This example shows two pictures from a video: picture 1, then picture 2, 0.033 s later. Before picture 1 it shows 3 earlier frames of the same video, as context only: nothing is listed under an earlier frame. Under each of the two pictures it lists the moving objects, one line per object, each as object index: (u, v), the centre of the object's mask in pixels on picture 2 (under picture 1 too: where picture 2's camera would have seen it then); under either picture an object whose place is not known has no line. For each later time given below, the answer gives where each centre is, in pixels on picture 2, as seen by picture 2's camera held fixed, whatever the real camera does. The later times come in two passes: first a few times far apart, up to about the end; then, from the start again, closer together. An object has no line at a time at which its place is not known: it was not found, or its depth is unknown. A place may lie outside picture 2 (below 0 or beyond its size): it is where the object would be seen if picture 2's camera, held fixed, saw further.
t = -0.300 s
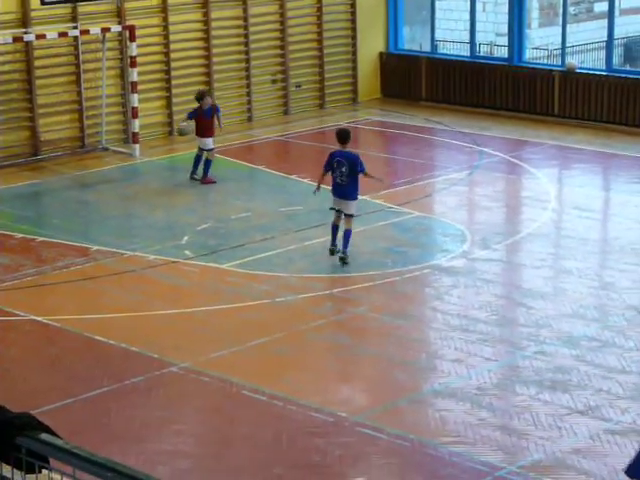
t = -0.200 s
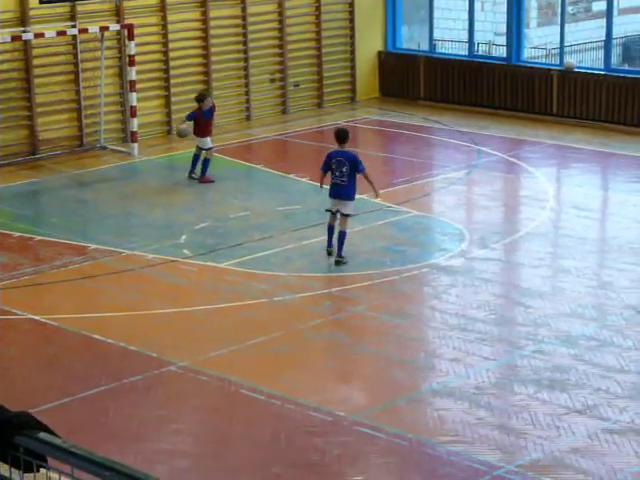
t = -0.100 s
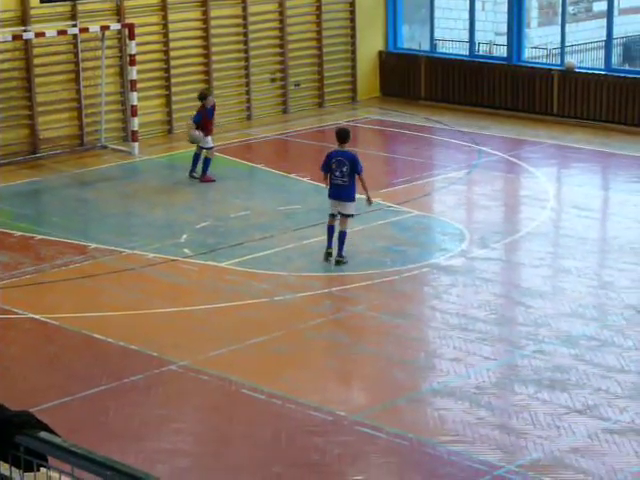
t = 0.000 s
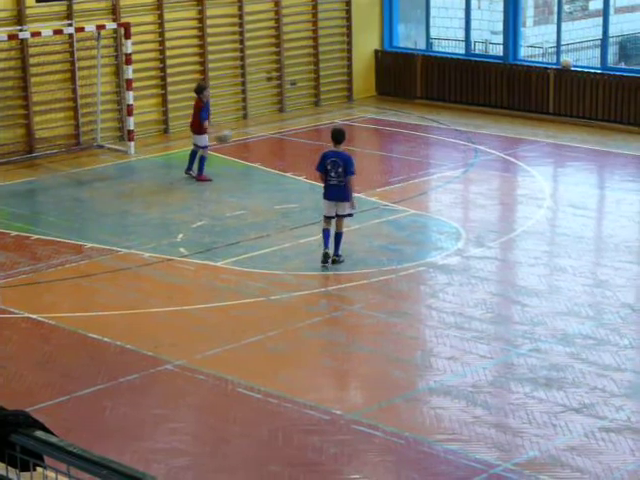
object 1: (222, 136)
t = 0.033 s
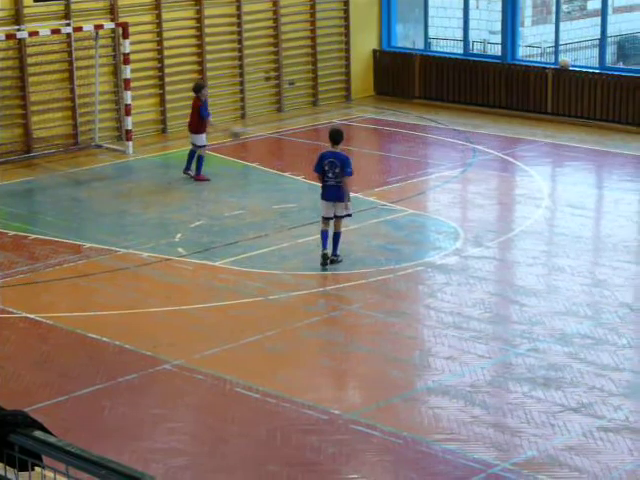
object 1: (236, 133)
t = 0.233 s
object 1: (321, 115)
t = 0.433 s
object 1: (407, 125)
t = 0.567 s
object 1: (460, 146)
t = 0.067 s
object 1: (250, 127)
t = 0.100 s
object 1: (265, 123)
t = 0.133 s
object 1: (280, 120)
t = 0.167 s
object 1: (294, 118)
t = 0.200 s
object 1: (306, 116)
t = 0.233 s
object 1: (321, 115)
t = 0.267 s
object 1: (336, 115)
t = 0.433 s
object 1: (407, 125)
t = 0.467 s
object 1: (420, 128)
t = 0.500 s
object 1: (433, 133)
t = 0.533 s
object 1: (447, 139)
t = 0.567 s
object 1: (460, 146)
